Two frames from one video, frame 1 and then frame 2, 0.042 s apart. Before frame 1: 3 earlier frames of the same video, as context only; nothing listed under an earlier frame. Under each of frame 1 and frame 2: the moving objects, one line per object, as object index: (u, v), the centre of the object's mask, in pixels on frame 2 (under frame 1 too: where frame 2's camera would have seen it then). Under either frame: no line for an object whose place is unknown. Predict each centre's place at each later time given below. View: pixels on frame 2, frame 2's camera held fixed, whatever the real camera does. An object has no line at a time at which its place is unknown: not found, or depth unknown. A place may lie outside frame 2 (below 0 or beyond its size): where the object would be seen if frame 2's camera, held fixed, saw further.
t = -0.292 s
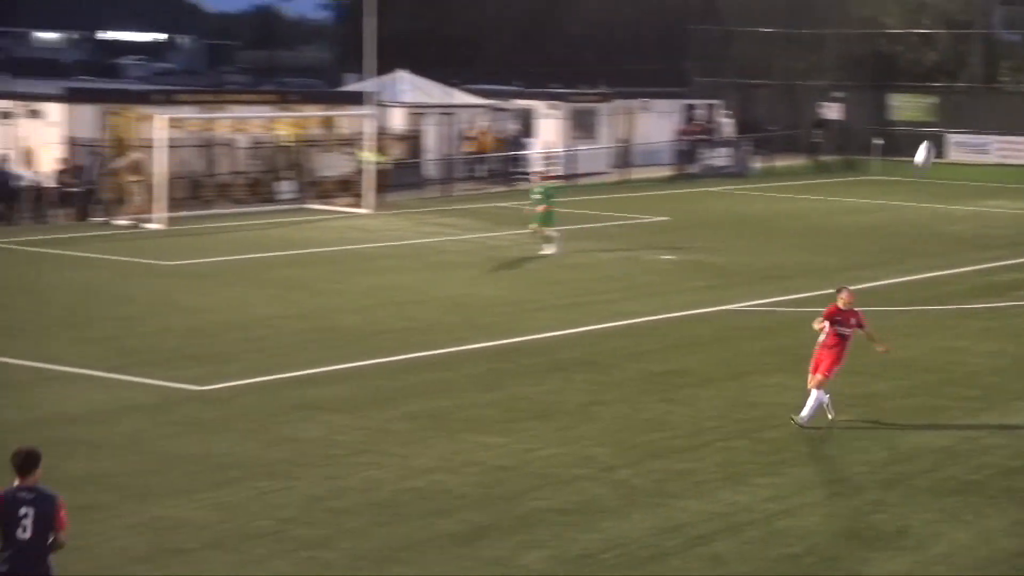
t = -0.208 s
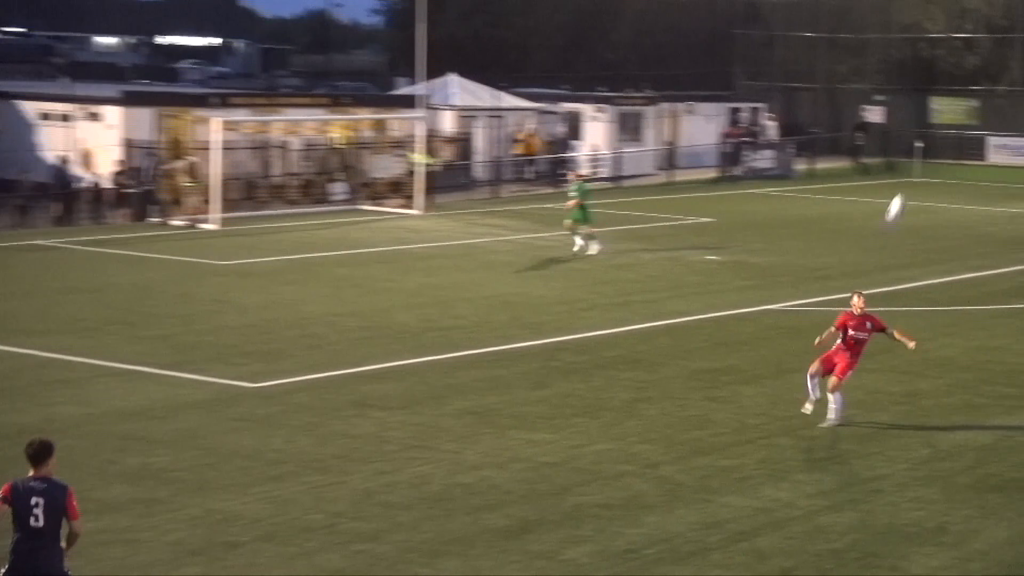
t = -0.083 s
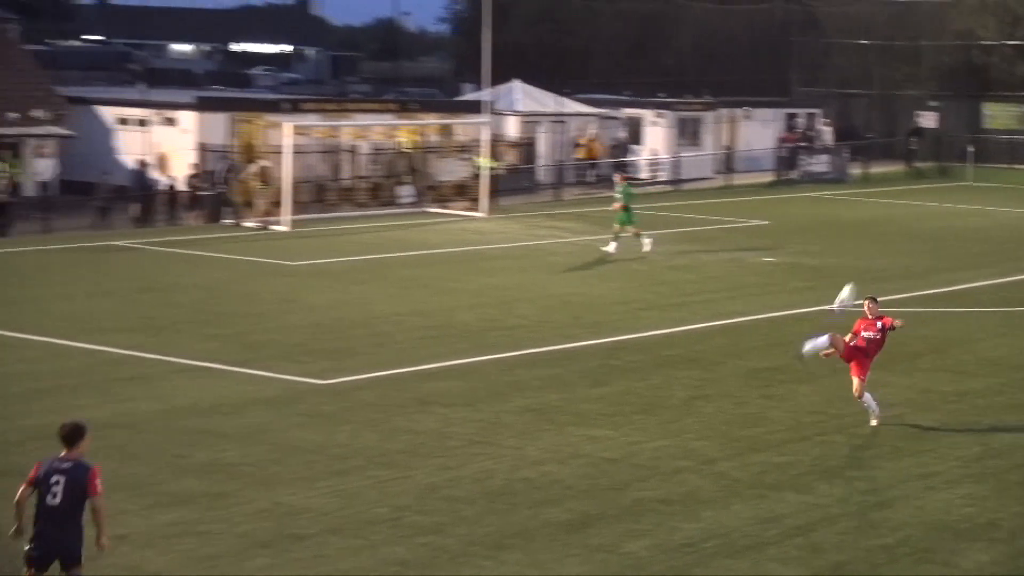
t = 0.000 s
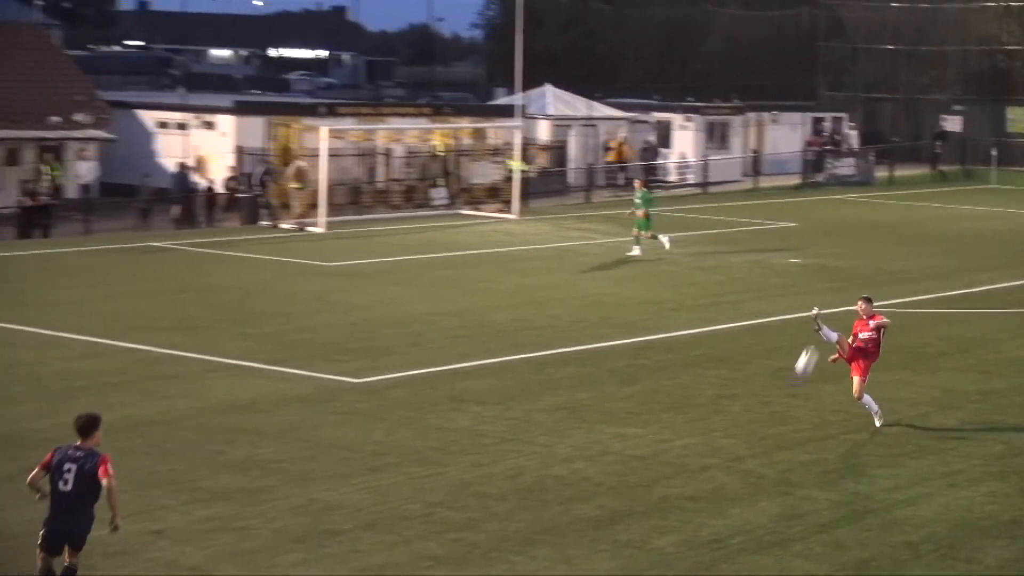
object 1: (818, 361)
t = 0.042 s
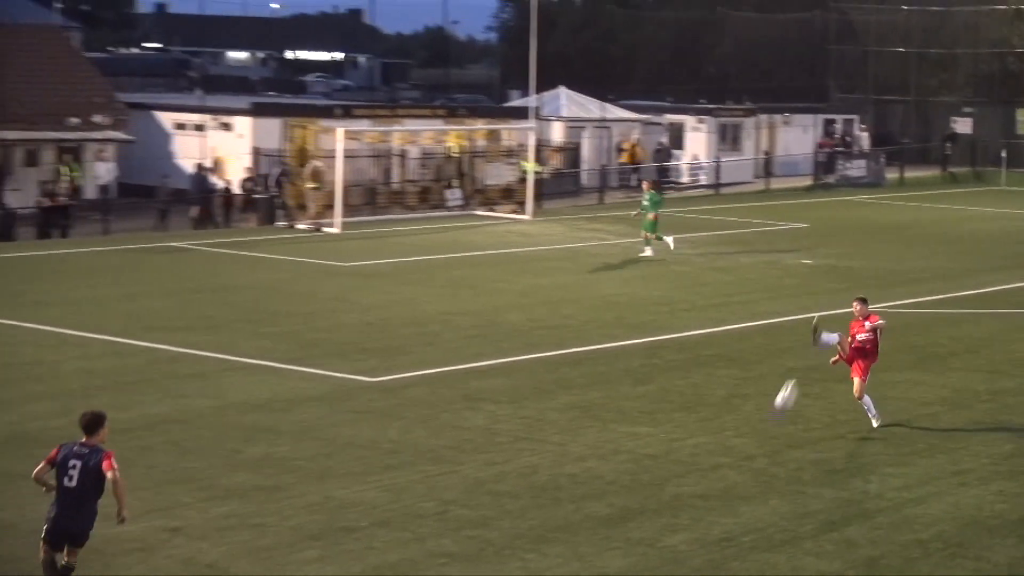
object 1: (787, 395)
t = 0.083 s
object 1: (757, 428)
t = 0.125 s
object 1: (738, 415)
